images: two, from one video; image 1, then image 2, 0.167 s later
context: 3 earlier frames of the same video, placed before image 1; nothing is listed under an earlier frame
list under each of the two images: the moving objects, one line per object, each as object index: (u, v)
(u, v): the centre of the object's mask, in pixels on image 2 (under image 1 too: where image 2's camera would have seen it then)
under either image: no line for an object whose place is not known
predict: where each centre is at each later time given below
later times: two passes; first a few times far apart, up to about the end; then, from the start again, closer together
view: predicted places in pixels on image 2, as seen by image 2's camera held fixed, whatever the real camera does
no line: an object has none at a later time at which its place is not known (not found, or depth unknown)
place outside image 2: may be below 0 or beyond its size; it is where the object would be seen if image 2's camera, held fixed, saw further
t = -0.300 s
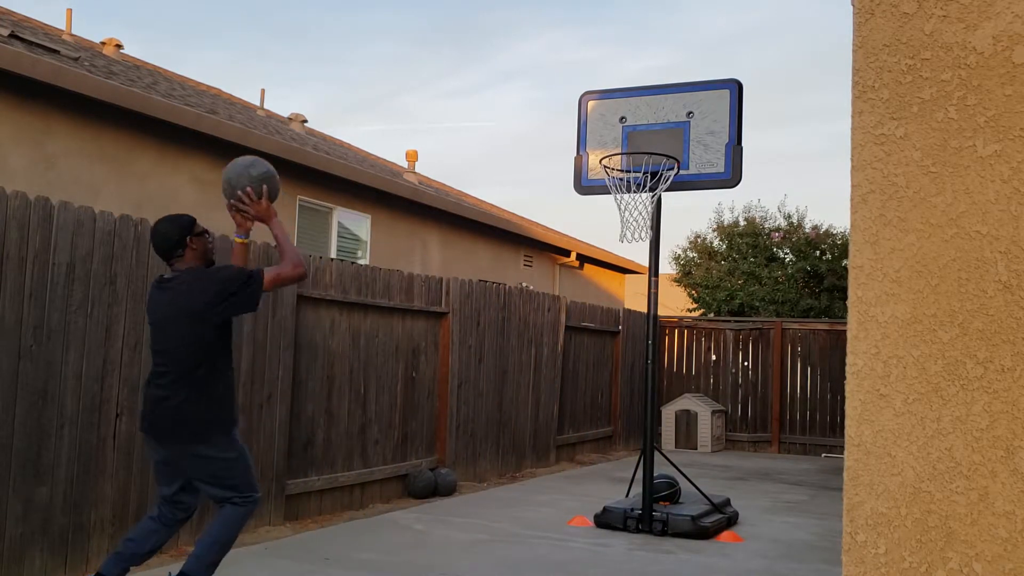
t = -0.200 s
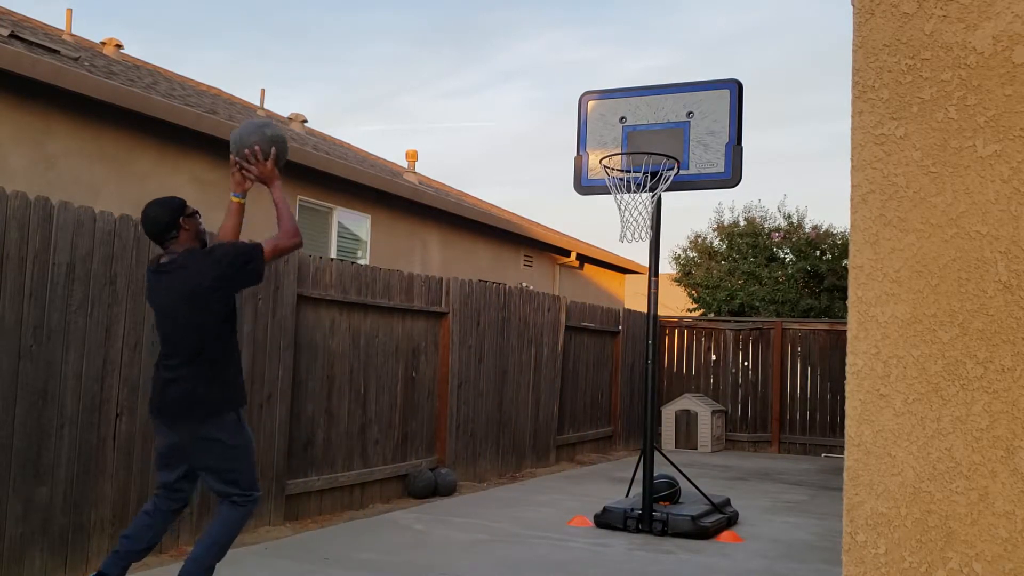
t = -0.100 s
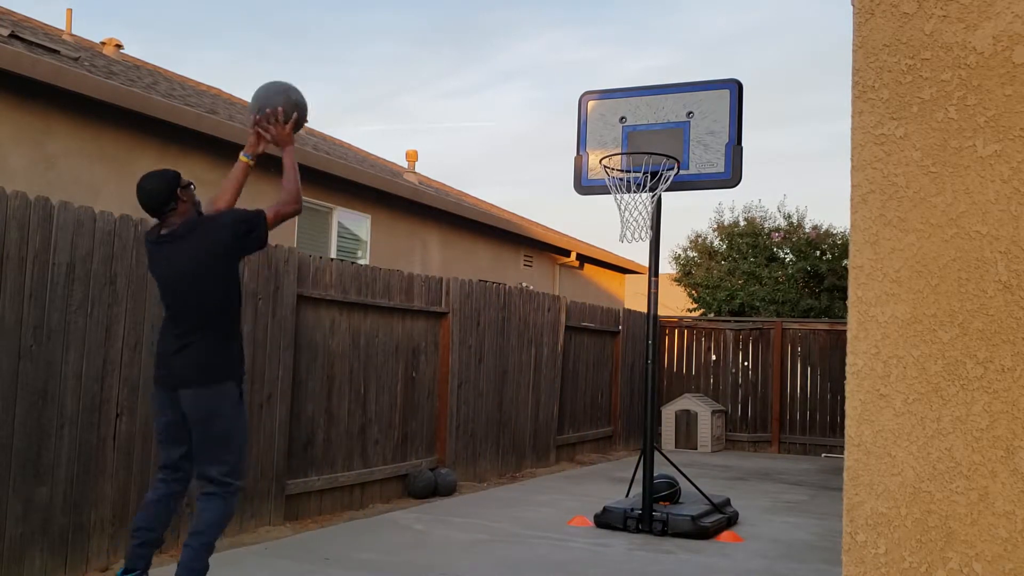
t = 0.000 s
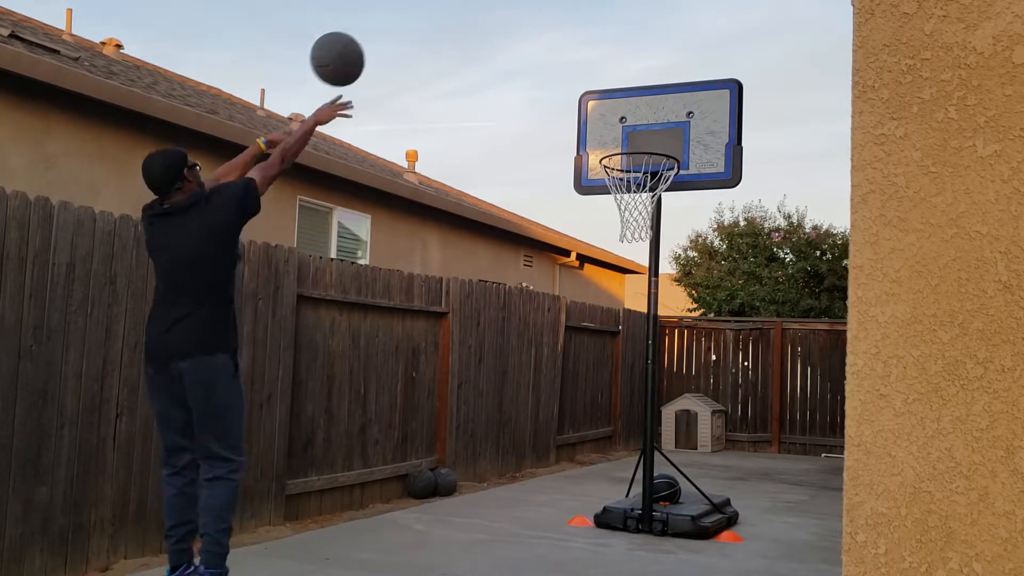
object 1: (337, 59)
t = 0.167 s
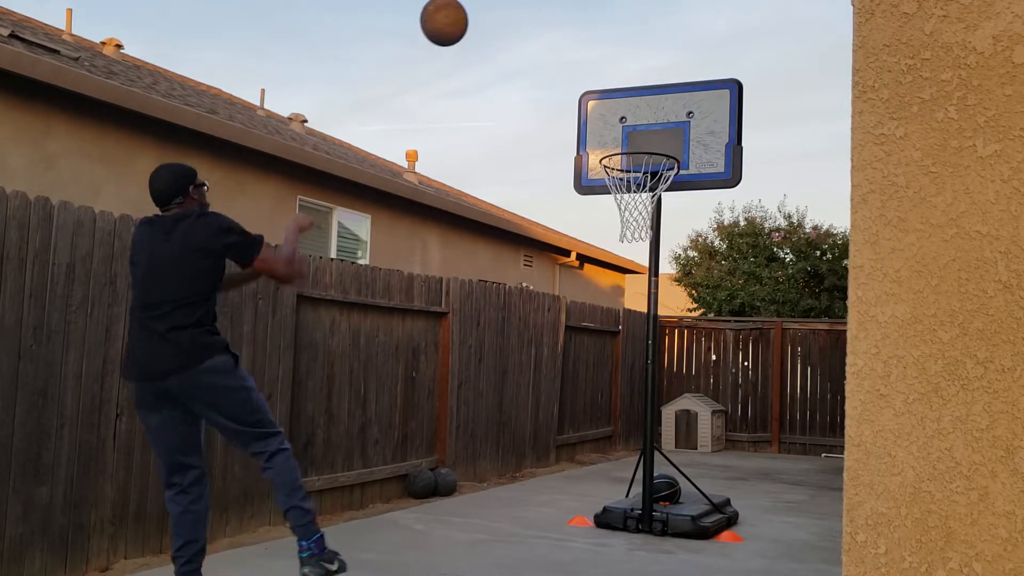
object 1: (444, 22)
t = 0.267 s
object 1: (498, 26)
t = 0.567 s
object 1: (627, 133)
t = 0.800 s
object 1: (620, 223)
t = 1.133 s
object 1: (557, 393)
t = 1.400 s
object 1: (515, 424)
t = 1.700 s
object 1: (480, 292)
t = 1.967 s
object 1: (440, 296)
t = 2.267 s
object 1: (384, 464)
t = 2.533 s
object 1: (332, 425)
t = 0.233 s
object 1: (481, 23)
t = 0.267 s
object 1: (498, 26)
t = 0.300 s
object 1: (515, 32)
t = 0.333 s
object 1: (531, 39)
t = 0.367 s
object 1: (546, 48)
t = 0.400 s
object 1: (561, 59)
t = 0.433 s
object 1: (575, 71)
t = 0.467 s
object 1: (588, 84)
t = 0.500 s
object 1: (601, 99)
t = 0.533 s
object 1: (614, 117)
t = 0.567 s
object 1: (627, 133)
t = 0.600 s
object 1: (639, 151)
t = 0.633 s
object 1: (649, 168)
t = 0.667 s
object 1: (649, 186)
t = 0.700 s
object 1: (645, 195)
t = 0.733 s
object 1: (633, 205)
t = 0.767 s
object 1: (626, 217)
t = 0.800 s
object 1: (620, 223)
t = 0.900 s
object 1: (603, 257)
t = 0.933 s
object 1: (596, 271)
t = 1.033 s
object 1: (578, 325)
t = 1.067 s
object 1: (571, 347)
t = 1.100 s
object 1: (564, 371)
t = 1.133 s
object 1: (557, 393)
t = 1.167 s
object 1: (552, 423)
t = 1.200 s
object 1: (545, 454)
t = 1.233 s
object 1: (537, 487)
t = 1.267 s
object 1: (530, 522)
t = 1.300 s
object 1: (527, 502)
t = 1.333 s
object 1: (523, 474)
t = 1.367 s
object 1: (520, 449)
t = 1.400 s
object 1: (515, 424)
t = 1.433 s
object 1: (512, 403)
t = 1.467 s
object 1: (510, 385)
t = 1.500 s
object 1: (507, 362)
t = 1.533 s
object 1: (502, 348)
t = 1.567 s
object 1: (498, 334)
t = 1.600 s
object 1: (494, 320)
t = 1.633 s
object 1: (489, 309)
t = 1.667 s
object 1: (485, 299)
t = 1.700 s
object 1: (480, 292)
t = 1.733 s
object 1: (476, 285)
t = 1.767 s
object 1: (471, 281)
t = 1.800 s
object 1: (467, 279)
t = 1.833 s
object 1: (461, 278)
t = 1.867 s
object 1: (457, 280)
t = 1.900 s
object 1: (453, 284)
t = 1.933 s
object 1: (446, 289)
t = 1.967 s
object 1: (440, 296)
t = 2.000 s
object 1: (435, 306)
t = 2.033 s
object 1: (430, 317)
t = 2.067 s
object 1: (424, 332)
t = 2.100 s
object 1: (417, 347)
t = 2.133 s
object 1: (412, 367)
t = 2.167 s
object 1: (405, 386)
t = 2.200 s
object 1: (397, 408)
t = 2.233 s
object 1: (391, 437)
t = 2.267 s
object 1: (384, 464)
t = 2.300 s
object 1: (377, 496)
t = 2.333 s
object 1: (368, 531)
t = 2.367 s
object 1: (361, 546)
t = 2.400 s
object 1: (356, 518)
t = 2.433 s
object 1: (350, 492)
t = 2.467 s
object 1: (344, 468)
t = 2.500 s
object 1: (337, 445)
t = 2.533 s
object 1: (332, 425)
